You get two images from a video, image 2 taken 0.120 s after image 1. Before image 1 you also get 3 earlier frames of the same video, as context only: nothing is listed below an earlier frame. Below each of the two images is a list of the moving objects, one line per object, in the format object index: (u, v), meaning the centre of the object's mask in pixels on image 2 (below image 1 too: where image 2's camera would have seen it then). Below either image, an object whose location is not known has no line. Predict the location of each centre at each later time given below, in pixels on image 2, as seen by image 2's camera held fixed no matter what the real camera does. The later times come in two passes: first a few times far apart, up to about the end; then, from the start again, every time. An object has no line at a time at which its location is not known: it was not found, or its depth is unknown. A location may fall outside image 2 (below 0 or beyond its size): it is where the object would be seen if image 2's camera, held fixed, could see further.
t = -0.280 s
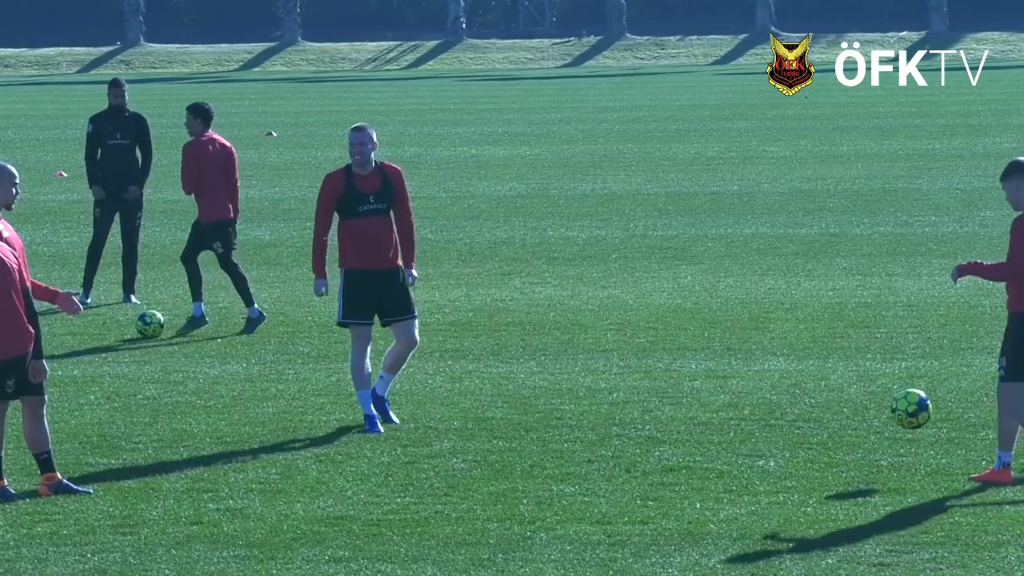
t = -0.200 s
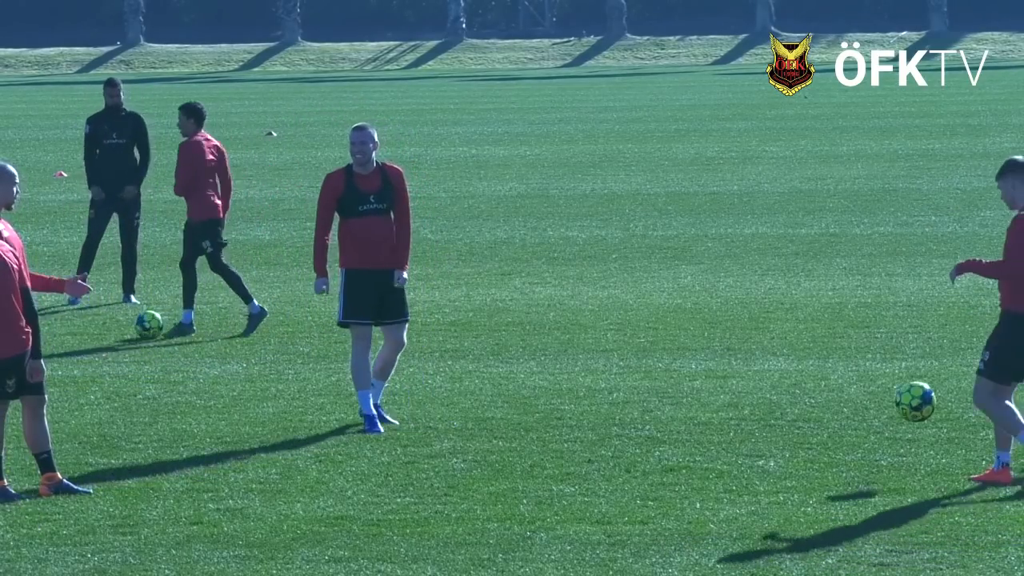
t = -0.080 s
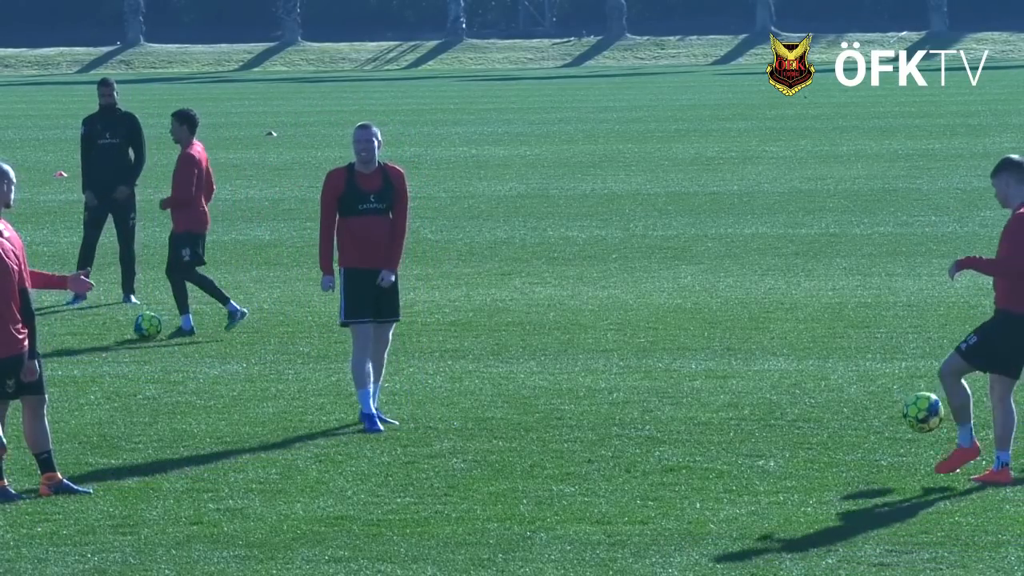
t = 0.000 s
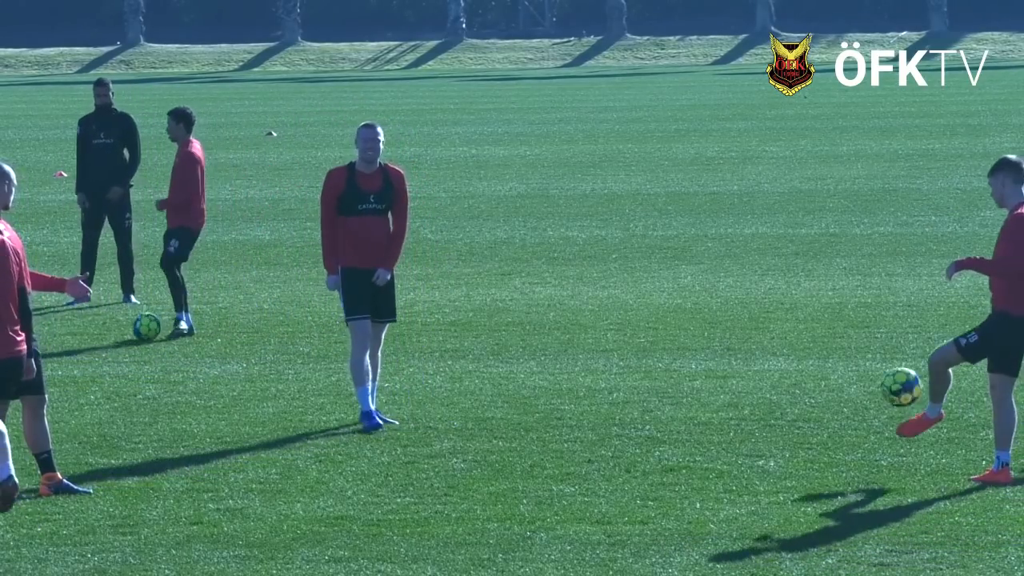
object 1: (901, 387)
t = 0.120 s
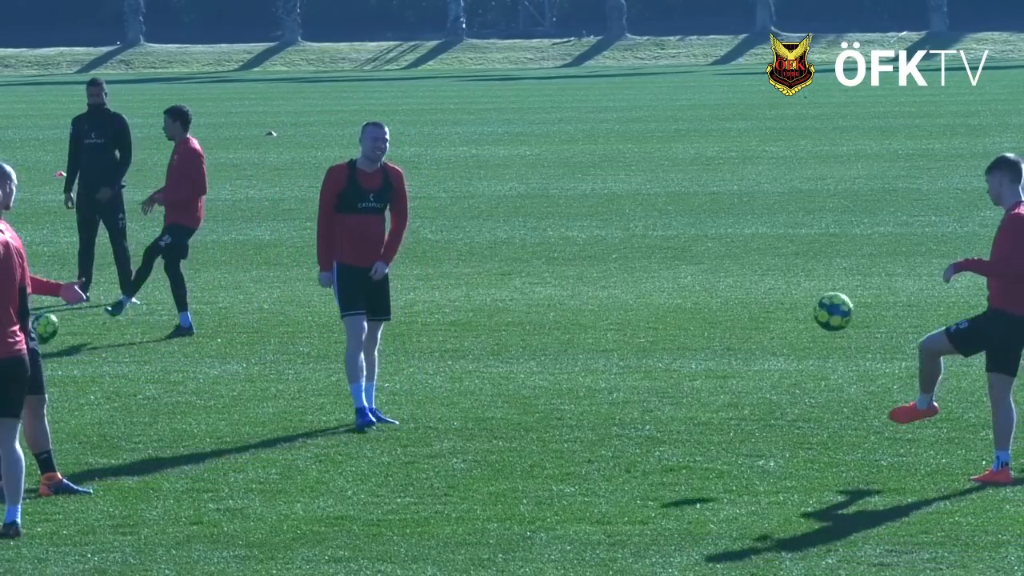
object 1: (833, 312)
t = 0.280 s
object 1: (748, 254)
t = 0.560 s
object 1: (609, 261)
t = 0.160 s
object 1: (811, 292)
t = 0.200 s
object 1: (790, 277)
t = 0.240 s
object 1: (769, 264)
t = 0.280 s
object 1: (748, 254)
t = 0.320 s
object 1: (727, 247)
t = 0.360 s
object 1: (707, 243)
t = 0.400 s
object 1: (686, 241)
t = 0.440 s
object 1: (667, 242)
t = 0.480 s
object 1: (647, 246)
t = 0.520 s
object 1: (628, 252)
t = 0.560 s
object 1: (609, 261)
